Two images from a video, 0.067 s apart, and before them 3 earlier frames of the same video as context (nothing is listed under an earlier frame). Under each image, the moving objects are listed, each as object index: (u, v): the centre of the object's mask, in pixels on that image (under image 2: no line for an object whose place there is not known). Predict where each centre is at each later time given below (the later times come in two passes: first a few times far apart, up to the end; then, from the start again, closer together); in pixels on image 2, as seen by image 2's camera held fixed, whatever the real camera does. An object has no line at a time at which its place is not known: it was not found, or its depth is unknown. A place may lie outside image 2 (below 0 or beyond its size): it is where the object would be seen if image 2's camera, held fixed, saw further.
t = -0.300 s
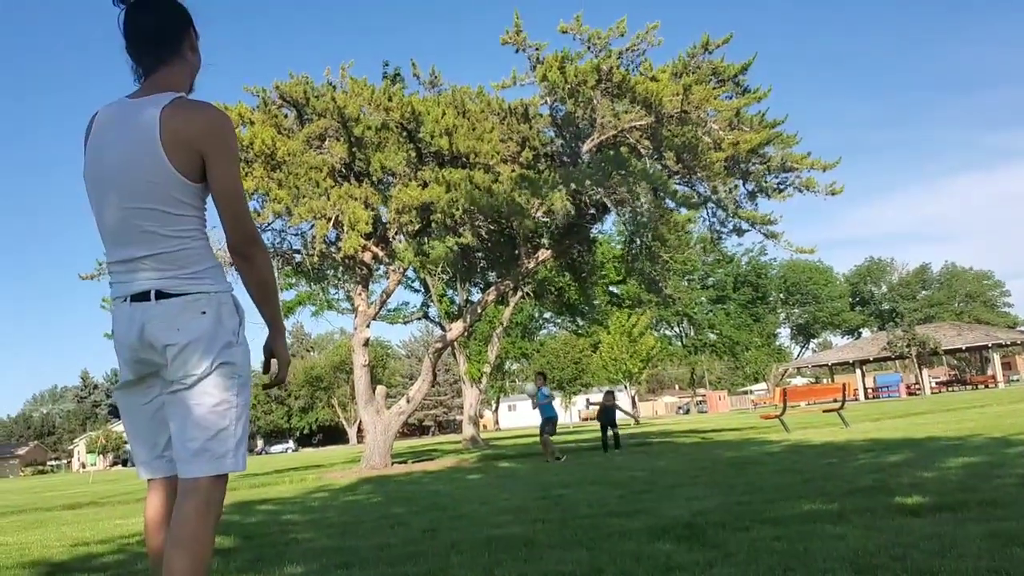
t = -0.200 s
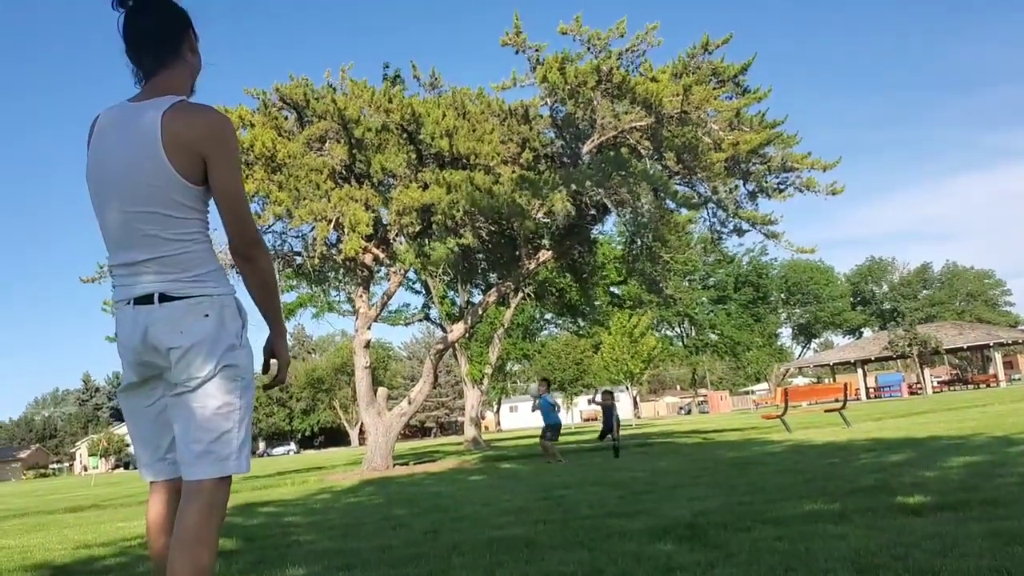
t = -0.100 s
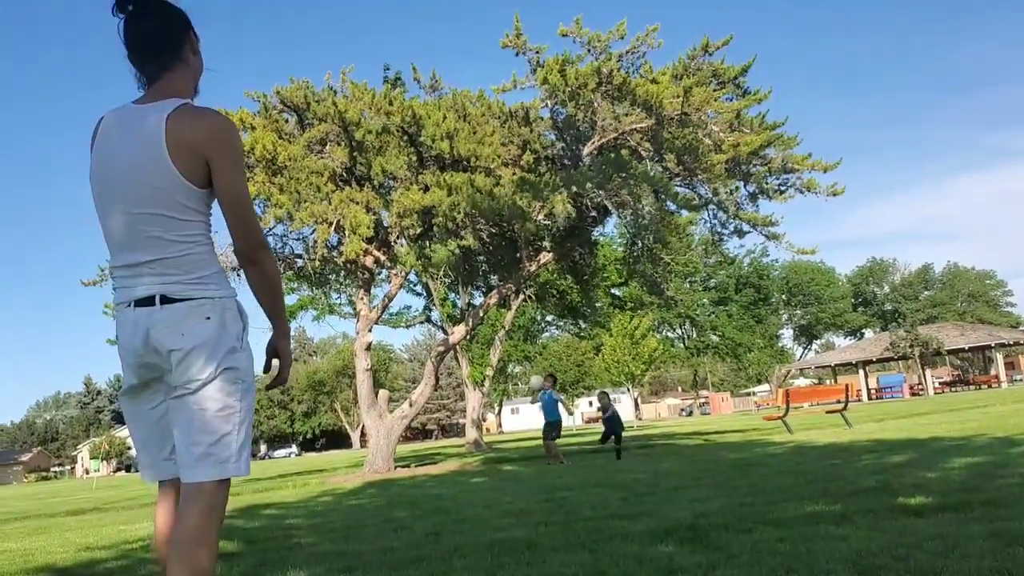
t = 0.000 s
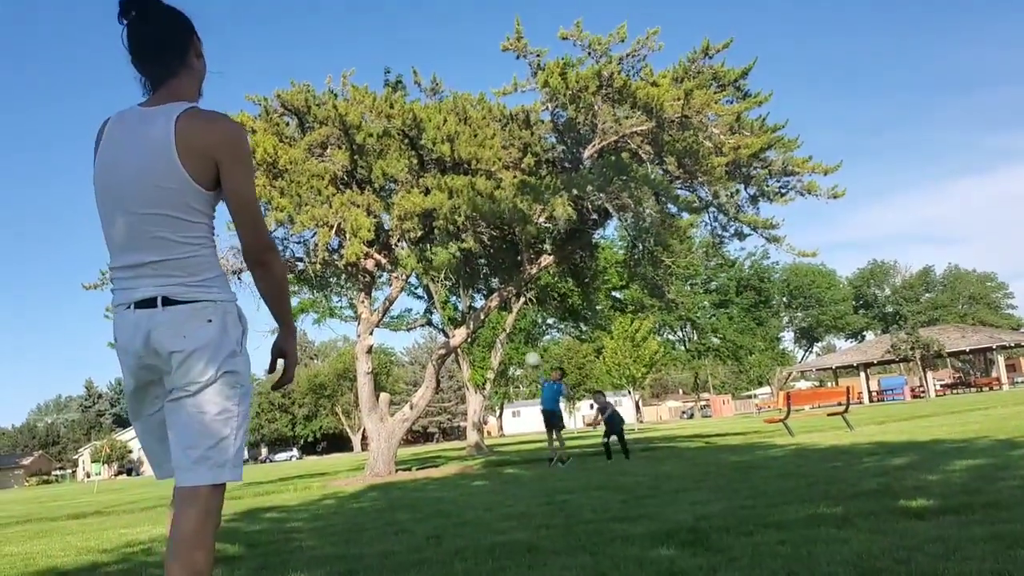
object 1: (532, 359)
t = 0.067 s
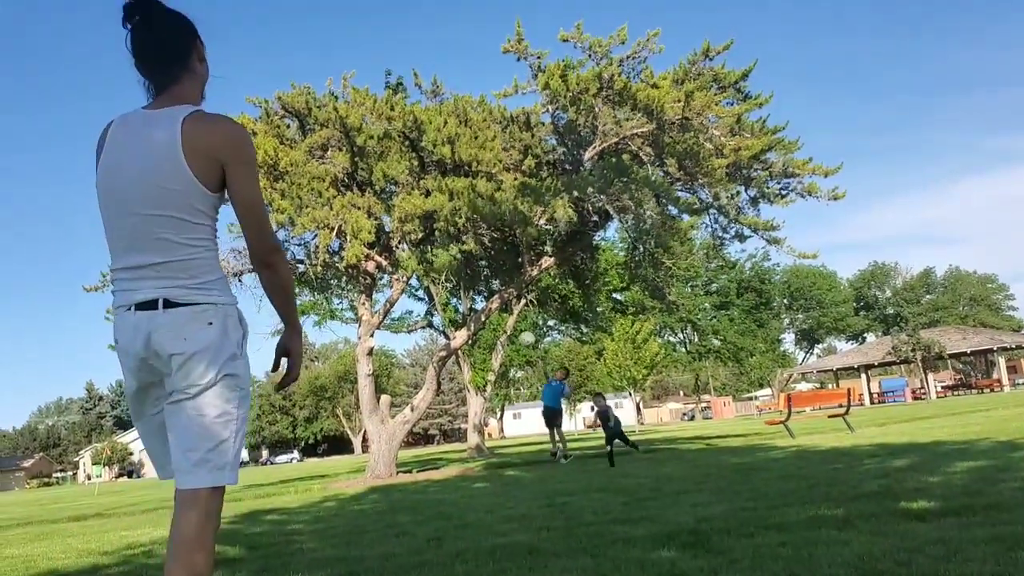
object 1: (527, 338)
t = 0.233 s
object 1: (509, 293)
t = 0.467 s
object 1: (487, 259)
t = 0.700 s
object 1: (467, 274)
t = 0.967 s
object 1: (445, 384)
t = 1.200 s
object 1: (417, 500)
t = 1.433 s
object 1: (389, 454)
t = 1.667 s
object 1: (363, 499)
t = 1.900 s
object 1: (338, 527)
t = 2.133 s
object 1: (314, 537)
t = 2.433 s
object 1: (293, 541)
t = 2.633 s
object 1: (285, 548)
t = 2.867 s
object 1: (285, 554)
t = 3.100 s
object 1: (286, 560)
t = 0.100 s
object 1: (523, 327)
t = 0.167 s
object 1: (516, 310)
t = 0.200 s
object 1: (513, 301)
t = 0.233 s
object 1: (509, 293)
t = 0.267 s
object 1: (506, 286)
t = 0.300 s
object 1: (502, 280)
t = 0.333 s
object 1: (500, 274)
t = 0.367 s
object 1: (496, 269)
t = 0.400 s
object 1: (492, 265)
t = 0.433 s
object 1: (490, 262)
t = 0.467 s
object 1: (487, 259)
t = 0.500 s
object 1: (484, 258)
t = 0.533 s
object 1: (480, 258)
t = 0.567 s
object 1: (477, 258)
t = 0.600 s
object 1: (475, 260)
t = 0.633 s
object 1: (472, 264)
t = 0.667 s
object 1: (469, 268)
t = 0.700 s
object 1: (467, 274)
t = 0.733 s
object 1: (464, 281)
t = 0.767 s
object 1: (462, 289)
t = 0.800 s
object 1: (460, 300)
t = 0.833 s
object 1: (457, 313)
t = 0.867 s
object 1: (454, 326)
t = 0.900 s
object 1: (450, 342)
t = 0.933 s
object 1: (446, 362)
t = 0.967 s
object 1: (445, 384)
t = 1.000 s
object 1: (441, 406)
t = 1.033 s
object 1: (436, 434)
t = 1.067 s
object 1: (433, 465)
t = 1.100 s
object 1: (429, 498)
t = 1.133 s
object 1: (425, 524)
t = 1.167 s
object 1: (421, 513)
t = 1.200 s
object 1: (417, 500)
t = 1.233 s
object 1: (412, 488)
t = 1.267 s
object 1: (408, 477)
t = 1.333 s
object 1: (400, 464)
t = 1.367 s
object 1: (397, 459)
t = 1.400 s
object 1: (393, 455)
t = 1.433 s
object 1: (389, 454)
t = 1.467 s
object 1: (384, 454)
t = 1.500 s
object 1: (381, 456)
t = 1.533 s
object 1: (377, 461)
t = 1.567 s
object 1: (374, 467)
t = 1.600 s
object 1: (371, 476)
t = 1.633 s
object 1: (367, 486)
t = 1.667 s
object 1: (363, 499)
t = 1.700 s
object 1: (360, 513)
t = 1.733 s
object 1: (358, 529)
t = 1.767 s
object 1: (355, 536)
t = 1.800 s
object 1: (350, 533)
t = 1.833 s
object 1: (346, 530)
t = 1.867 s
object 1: (342, 528)
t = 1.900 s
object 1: (338, 527)
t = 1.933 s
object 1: (334, 527)
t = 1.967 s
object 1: (331, 528)
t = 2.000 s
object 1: (327, 530)
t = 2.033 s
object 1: (324, 533)
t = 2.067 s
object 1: (321, 536)
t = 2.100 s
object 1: (318, 538)
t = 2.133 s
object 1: (314, 537)
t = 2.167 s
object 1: (311, 536)
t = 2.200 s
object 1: (309, 536)
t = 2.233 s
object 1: (306, 536)
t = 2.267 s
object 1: (303, 536)
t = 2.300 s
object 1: (301, 537)
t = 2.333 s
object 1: (299, 538)
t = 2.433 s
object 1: (293, 541)
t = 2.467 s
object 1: (291, 542)
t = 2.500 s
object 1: (290, 543)
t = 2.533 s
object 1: (288, 544)
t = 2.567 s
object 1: (287, 545)
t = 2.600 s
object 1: (286, 547)
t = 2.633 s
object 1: (285, 548)
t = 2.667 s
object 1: (285, 548)
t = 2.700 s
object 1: (285, 549)
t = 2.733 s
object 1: (284, 550)
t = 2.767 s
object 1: (285, 551)
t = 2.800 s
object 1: (285, 552)
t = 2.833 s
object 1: (285, 553)
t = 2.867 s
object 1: (285, 554)
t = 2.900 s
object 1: (286, 555)
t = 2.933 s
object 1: (286, 556)
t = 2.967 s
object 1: (286, 557)
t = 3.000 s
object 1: (286, 558)
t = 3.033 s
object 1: (286, 558)
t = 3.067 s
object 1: (286, 559)
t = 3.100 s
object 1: (286, 560)
